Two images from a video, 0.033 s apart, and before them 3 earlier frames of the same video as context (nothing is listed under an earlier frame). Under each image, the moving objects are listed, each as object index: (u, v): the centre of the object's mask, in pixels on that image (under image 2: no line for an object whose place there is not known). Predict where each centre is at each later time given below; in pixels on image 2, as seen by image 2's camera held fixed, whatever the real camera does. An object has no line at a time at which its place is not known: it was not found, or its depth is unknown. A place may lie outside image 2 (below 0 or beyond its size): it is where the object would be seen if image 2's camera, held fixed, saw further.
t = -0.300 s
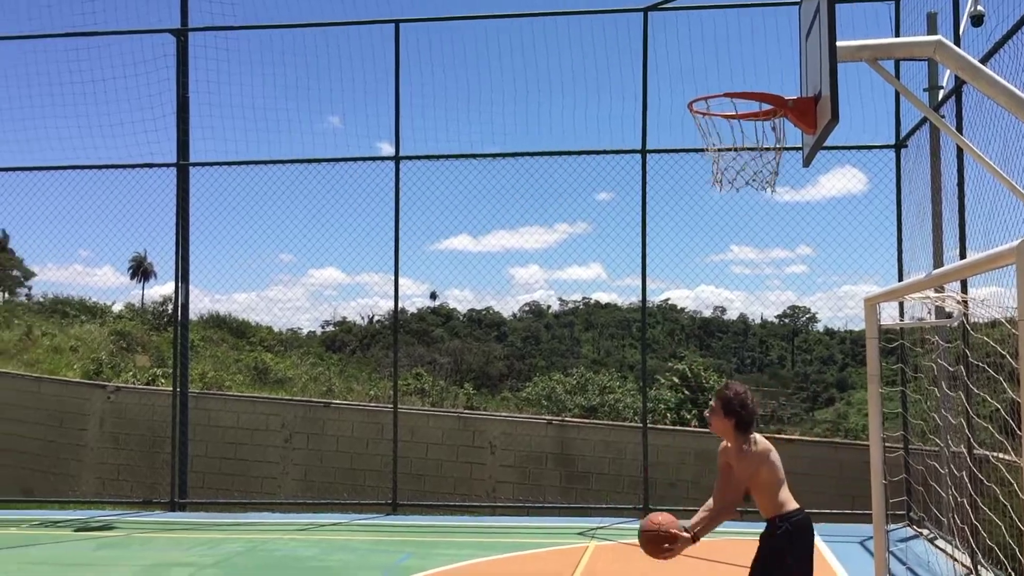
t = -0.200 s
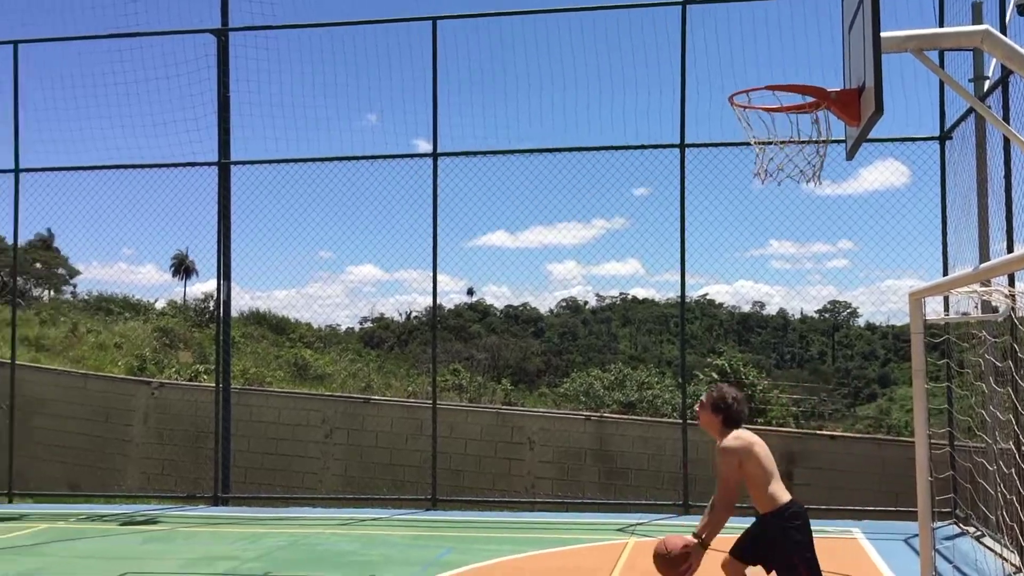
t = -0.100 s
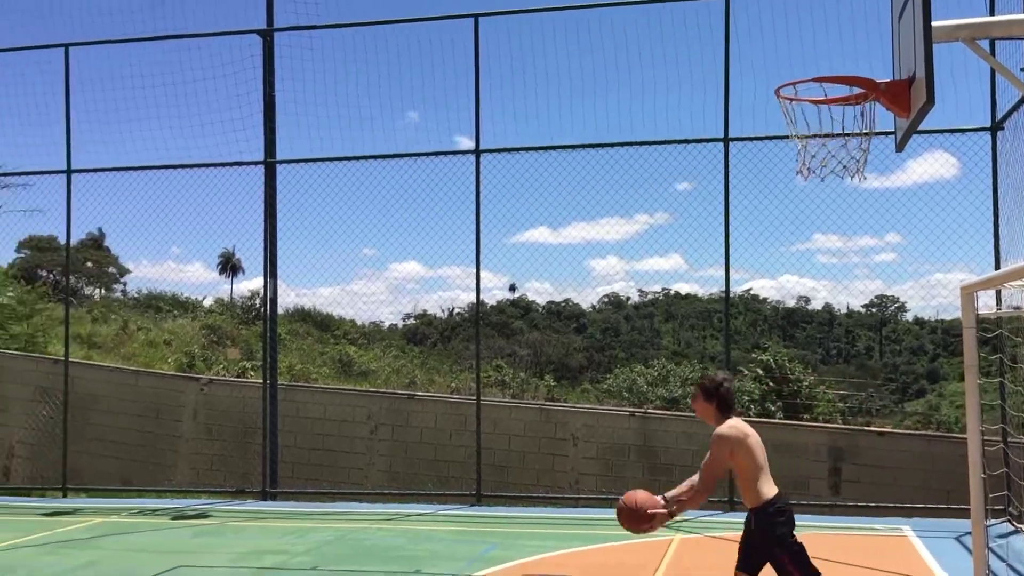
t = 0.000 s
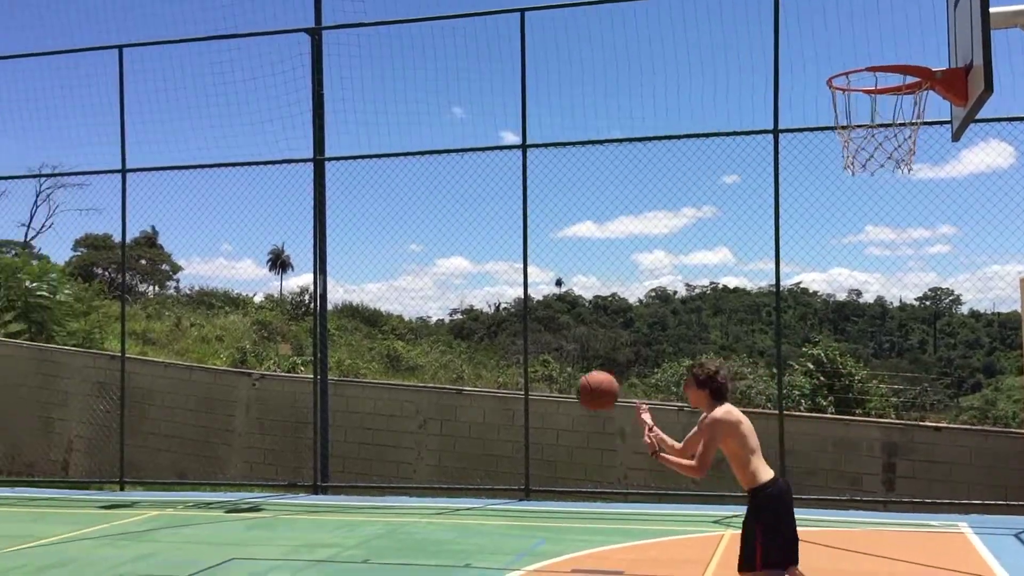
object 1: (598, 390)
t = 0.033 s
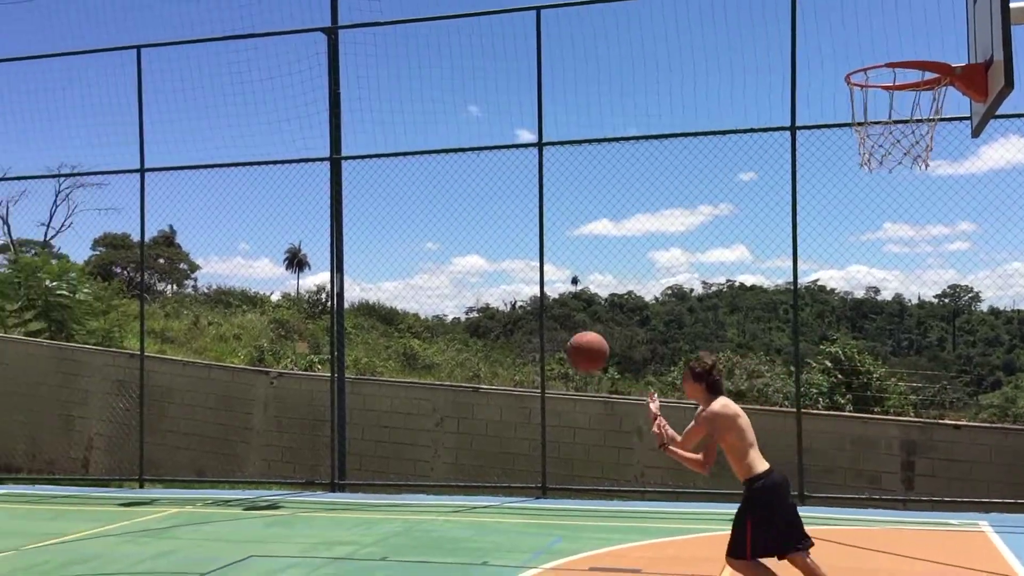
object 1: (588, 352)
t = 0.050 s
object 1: (574, 333)
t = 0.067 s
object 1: (562, 317)
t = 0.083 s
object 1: (549, 300)
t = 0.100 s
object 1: (536, 283)
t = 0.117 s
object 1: (523, 267)
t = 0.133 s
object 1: (511, 252)
